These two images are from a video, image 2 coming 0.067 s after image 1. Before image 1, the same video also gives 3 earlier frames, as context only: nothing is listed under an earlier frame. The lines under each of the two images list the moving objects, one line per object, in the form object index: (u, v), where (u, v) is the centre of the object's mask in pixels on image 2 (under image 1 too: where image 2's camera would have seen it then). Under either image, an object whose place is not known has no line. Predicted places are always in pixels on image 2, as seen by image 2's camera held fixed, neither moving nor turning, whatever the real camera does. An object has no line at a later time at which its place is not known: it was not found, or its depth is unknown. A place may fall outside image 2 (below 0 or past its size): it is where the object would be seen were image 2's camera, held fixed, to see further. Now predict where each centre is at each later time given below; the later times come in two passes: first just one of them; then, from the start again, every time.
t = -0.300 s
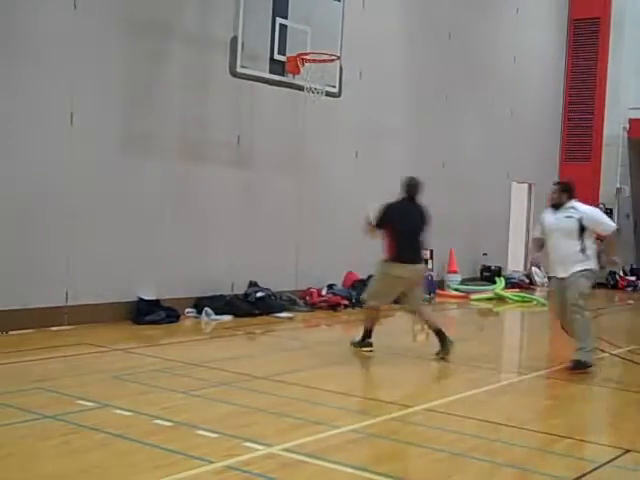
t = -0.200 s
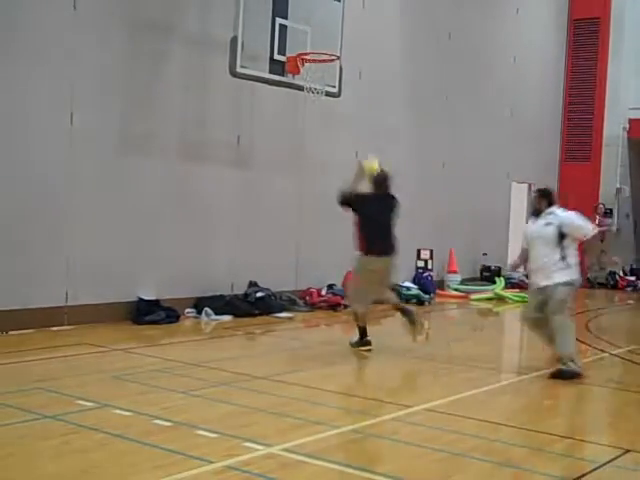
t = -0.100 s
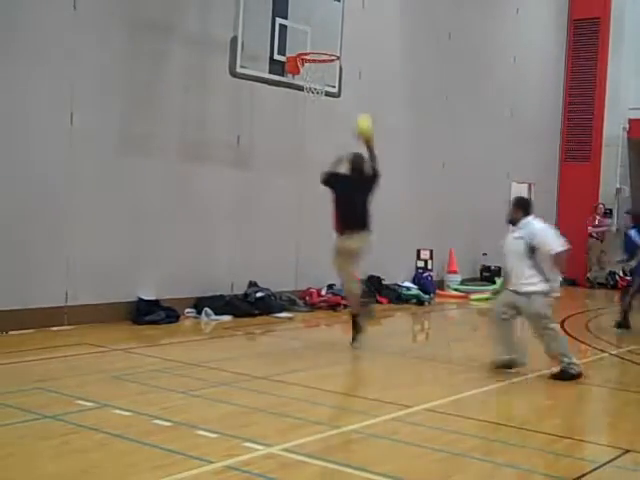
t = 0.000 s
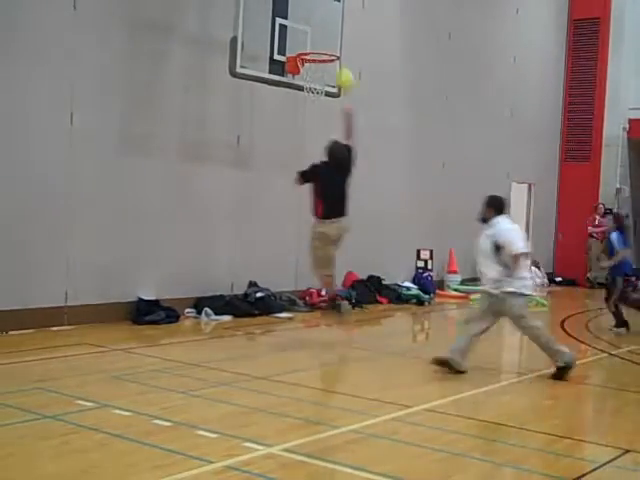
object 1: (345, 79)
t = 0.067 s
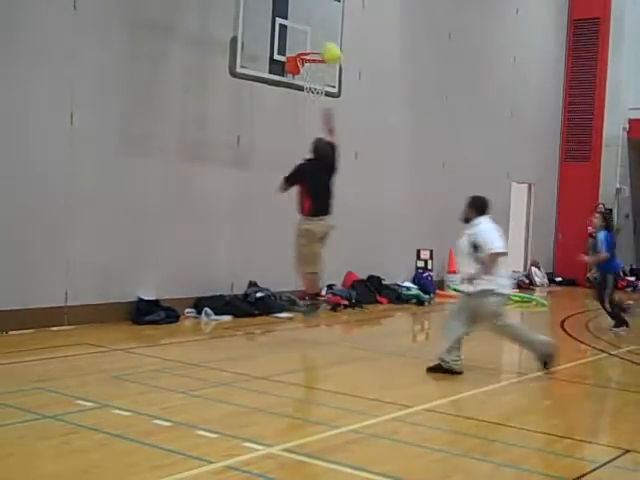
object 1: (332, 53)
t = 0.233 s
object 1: (301, 8)
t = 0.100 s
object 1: (327, 41)
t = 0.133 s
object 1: (318, 31)
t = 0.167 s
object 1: (312, 23)
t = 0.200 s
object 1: (307, 16)
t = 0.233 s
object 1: (301, 8)
